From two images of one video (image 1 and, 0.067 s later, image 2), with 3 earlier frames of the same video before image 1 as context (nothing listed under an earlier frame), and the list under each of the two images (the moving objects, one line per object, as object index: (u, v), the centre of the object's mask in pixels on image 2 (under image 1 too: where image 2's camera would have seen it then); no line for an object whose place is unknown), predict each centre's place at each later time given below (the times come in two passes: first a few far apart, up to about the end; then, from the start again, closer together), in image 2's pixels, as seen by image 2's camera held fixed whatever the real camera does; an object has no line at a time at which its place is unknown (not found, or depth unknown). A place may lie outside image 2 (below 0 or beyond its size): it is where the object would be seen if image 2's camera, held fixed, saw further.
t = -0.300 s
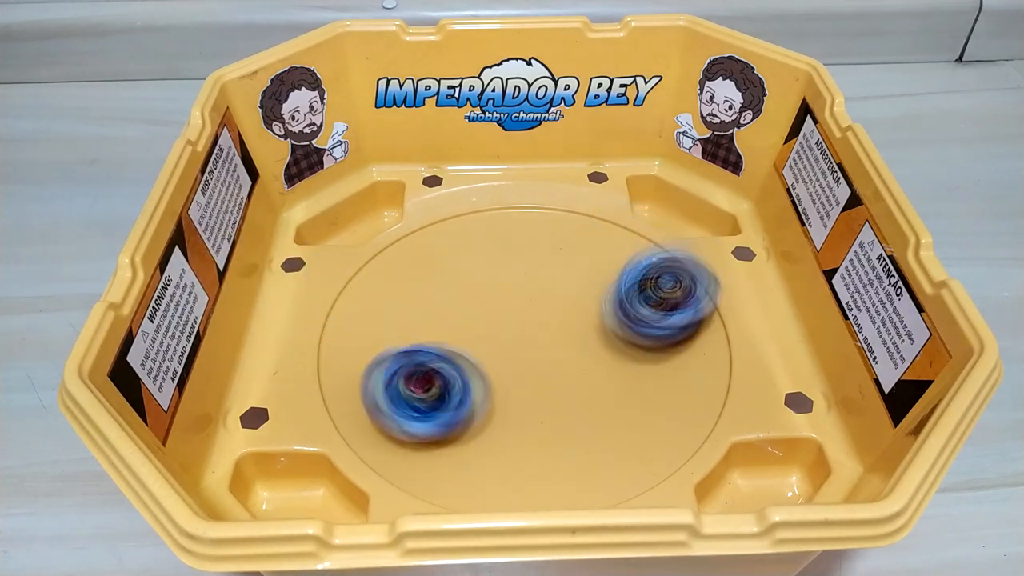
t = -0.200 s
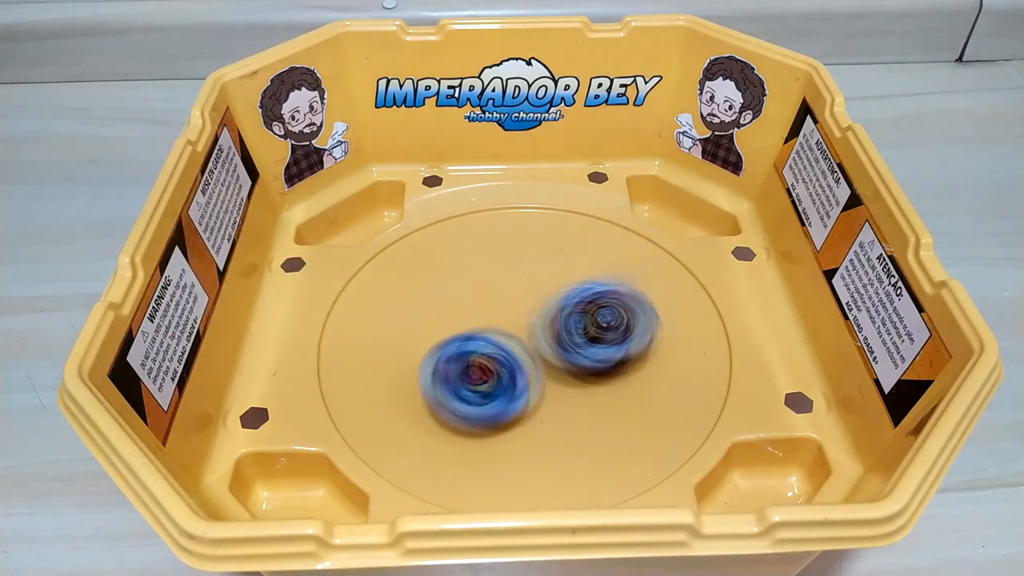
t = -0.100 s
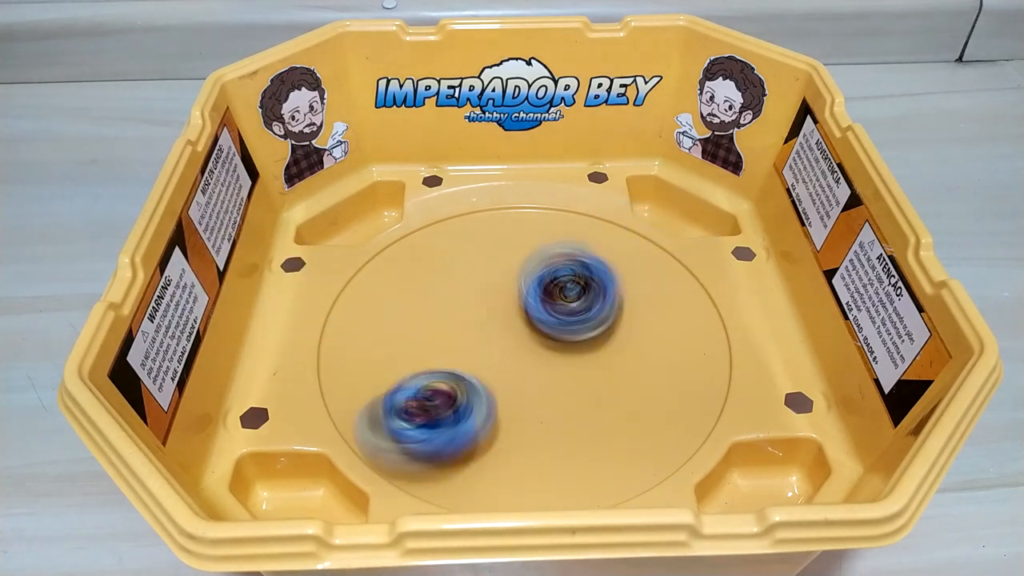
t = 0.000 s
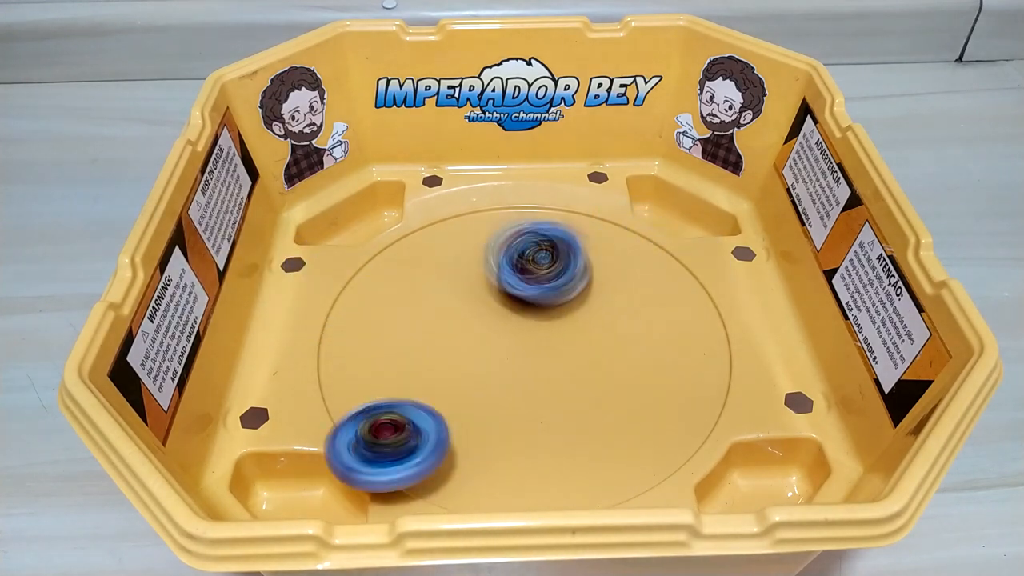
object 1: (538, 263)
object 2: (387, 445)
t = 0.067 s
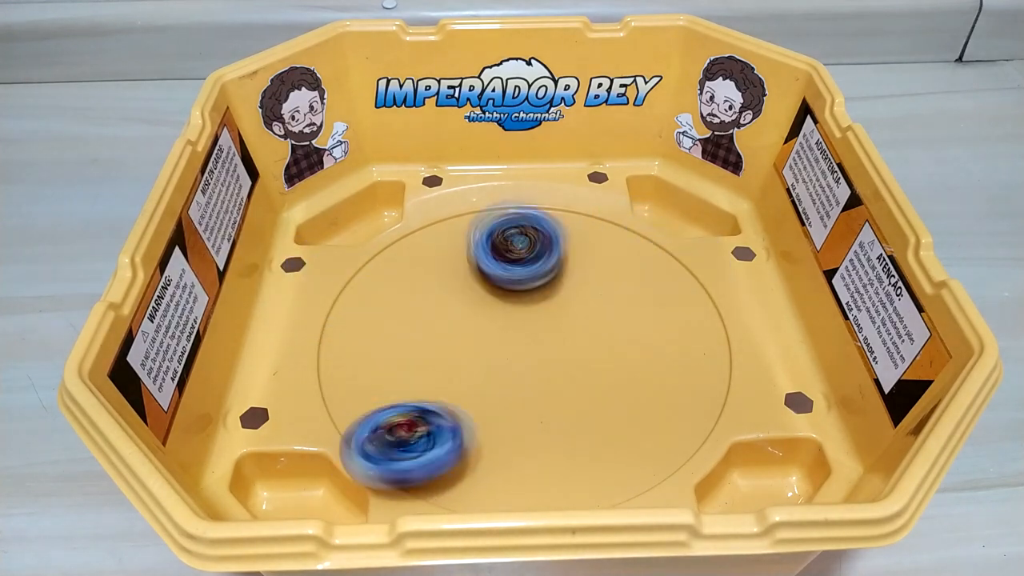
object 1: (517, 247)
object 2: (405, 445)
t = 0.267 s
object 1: (494, 225)
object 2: (502, 380)
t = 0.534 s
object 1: (459, 274)
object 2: (599, 330)
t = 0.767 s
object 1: (390, 311)
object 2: (622, 326)
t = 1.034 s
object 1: (417, 338)
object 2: (560, 340)
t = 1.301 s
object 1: (454, 387)
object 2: (622, 329)
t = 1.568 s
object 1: (531, 393)
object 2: (598, 328)
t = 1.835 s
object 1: (532, 399)
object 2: (570, 275)
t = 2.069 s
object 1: (535, 364)
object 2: (557, 255)
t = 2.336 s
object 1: (529, 355)
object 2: (550, 255)
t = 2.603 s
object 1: (519, 357)
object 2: (531, 271)
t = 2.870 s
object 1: (506, 368)
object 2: (500, 284)
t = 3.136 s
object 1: (511, 363)
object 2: (494, 289)
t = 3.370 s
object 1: (533, 358)
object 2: (486, 290)
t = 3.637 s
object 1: (551, 356)
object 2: (490, 291)
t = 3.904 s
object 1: (561, 363)
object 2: (460, 296)
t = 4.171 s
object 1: (550, 344)
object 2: (466, 290)
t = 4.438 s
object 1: (566, 349)
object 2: (474, 311)
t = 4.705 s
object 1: (564, 340)
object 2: (452, 306)
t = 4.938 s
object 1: (590, 339)
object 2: (448, 308)
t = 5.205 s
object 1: (568, 323)
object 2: (444, 352)
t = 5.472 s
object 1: (556, 328)
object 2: (469, 404)
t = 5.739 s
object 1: (550, 321)
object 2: (491, 407)
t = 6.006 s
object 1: (540, 307)
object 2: (498, 412)
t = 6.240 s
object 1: (523, 306)
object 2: (504, 411)
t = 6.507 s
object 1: (513, 308)
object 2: (513, 409)
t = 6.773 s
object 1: (505, 311)
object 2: (524, 405)
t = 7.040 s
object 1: (501, 312)
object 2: (534, 394)
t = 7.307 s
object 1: (491, 316)
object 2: (537, 385)
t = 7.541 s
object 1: (479, 323)
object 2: (540, 379)
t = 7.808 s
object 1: (473, 327)
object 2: (541, 377)
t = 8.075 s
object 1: (475, 325)
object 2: (541, 375)
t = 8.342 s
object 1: (473, 327)
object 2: (542, 373)
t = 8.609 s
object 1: (474, 327)
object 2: (542, 373)
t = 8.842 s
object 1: (474, 327)
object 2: (542, 373)
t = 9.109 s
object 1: (473, 327)
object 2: (542, 372)
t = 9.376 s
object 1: (474, 327)
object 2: (542, 373)
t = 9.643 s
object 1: (473, 327)
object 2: (542, 373)
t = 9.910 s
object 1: (474, 327)
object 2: (542, 373)
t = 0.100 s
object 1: (511, 241)
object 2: (422, 437)
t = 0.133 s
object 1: (503, 234)
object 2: (439, 428)
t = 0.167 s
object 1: (498, 228)
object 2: (456, 416)
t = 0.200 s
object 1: (495, 225)
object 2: (471, 405)
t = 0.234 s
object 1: (495, 225)
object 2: (488, 392)
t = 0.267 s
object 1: (494, 225)
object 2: (502, 380)
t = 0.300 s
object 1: (495, 230)
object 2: (516, 367)
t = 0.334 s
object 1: (494, 235)
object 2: (528, 354)
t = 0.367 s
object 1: (491, 244)
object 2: (538, 344)
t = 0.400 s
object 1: (492, 255)
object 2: (546, 334)
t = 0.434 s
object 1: (483, 263)
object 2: (557, 329)
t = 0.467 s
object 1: (475, 270)
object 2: (572, 329)
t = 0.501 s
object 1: (468, 272)
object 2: (587, 330)
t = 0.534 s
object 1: (459, 274)
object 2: (599, 330)
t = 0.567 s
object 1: (450, 279)
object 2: (610, 328)
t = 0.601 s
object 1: (443, 286)
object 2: (618, 326)
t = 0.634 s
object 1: (433, 290)
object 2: (624, 325)
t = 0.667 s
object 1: (420, 296)
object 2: (627, 324)
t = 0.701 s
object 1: (409, 304)
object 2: (627, 324)
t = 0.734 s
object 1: (401, 308)
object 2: (625, 325)
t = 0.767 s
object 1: (390, 311)
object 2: (622, 326)
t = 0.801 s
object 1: (383, 316)
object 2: (616, 326)
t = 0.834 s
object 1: (380, 320)
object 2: (610, 327)
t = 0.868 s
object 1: (382, 322)
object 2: (602, 327)
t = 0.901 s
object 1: (383, 323)
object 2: (594, 328)
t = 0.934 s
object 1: (387, 324)
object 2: (587, 329)
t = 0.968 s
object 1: (394, 329)
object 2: (578, 332)
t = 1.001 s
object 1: (404, 334)
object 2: (570, 335)
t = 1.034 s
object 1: (417, 338)
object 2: (560, 340)
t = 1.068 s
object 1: (429, 344)
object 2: (551, 343)
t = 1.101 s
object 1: (437, 353)
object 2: (549, 347)
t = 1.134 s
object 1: (439, 363)
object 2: (560, 345)
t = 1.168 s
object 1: (438, 369)
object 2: (583, 337)
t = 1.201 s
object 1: (440, 375)
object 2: (598, 336)
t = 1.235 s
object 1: (446, 381)
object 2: (612, 333)
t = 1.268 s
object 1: (451, 384)
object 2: (618, 330)
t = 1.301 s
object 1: (454, 387)
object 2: (622, 329)
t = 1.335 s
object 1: (466, 394)
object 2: (627, 329)
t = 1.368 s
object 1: (477, 397)
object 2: (626, 329)
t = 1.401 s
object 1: (485, 399)
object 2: (624, 328)
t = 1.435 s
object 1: (493, 399)
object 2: (620, 329)
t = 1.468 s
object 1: (502, 399)
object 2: (615, 328)
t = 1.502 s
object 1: (512, 399)
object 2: (609, 329)
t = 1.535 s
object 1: (523, 397)
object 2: (603, 329)
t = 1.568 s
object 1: (531, 393)
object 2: (598, 328)
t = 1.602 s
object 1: (537, 393)
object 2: (591, 321)
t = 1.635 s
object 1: (539, 399)
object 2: (590, 313)
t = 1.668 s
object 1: (540, 405)
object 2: (587, 298)
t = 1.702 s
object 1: (540, 408)
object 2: (584, 289)
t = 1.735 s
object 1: (539, 408)
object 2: (581, 280)
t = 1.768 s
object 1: (537, 407)
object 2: (577, 277)
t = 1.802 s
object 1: (535, 403)
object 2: (573, 275)
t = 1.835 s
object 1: (532, 399)
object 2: (570, 275)
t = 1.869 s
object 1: (531, 394)
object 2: (567, 276)
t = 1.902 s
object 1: (530, 387)
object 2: (564, 278)
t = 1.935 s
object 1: (530, 376)
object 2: (561, 280)
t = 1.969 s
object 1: (532, 366)
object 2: (558, 282)
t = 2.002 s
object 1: (534, 358)
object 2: (556, 282)
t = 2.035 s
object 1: (535, 359)
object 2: (557, 268)
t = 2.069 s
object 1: (535, 364)
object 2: (557, 255)
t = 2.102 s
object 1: (534, 365)
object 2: (559, 244)
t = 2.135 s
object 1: (534, 366)
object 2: (559, 237)
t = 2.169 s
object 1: (534, 365)
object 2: (559, 235)
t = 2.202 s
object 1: (533, 363)
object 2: (559, 237)
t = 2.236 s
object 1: (532, 362)
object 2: (559, 239)
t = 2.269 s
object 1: (530, 360)
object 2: (557, 243)
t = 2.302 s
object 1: (529, 358)
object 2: (553, 248)
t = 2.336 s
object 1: (529, 355)
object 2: (550, 255)
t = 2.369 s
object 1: (528, 351)
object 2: (545, 261)
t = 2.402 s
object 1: (529, 345)
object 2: (542, 266)
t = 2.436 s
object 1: (528, 345)
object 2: (538, 269)
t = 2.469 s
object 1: (526, 351)
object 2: (537, 267)
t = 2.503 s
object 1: (525, 353)
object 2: (537, 265)
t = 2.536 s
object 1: (523, 355)
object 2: (535, 265)
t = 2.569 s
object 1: (521, 357)
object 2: (534, 267)
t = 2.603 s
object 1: (519, 357)
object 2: (531, 271)
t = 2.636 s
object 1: (517, 357)
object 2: (528, 276)
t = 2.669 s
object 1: (515, 357)
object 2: (522, 281)
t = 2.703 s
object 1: (515, 357)
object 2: (515, 283)
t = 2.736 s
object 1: (514, 361)
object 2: (511, 283)
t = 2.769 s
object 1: (512, 366)
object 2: (507, 282)
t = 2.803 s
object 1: (510, 367)
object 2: (504, 282)
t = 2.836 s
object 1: (508, 368)
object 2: (501, 283)
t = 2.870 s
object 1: (506, 368)
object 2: (500, 284)
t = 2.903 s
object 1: (506, 367)
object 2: (499, 285)
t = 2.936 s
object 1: (505, 365)
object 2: (499, 285)
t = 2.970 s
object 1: (506, 364)
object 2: (499, 287)
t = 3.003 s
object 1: (505, 363)
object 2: (498, 287)
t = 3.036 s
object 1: (506, 364)
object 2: (498, 287)
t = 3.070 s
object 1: (506, 365)
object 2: (497, 288)
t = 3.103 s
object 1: (508, 365)
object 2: (496, 288)
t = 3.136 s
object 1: (511, 363)
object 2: (494, 289)
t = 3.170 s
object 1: (514, 362)
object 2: (493, 290)
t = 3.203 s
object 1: (516, 361)
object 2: (492, 290)
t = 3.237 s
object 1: (518, 362)
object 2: (491, 290)
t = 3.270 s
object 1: (520, 363)
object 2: (489, 288)
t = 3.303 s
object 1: (526, 360)
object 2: (488, 287)
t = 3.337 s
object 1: (531, 359)
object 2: (487, 288)
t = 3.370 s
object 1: (533, 358)
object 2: (486, 290)
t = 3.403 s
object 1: (535, 356)
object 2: (487, 289)
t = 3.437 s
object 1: (536, 355)
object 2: (486, 289)
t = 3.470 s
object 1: (541, 352)
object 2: (486, 290)
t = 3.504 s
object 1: (545, 354)
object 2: (486, 291)
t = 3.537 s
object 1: (548, 354)
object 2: (486, 288)
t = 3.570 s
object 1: (549, 356)
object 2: (488, 288)
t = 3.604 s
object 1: (551, 357)
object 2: (489, 289)
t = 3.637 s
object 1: (551, 356)
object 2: (490, 291)
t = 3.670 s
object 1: (553, 355)
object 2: (491, 294)
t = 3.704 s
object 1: (552, 355)
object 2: (491, 297)
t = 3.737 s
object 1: (550, 356)
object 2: (488, 300)
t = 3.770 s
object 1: (554, 358)
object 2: (482, 301)
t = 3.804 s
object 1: (558, 360)
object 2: (473, 301)
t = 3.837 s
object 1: (561, 362)
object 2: (467, 299)
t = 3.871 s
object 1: (564, 363)
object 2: (462, 297)
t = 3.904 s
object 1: (561, 363)
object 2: (460, 296)
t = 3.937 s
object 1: (561, 363)
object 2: (461, 294)
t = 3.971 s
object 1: (561, 361)
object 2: (462, 293)
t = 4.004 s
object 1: (556, 361)
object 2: (464, 292)
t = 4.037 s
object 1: (552, 359)
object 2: (468, 292)
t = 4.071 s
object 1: (551, 353)
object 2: (469, 292)
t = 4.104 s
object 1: (546, 349)
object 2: (472, 293)
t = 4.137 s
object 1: (547, 347)
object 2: (471, 293)
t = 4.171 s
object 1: (550, 344)
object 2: (466, 290)
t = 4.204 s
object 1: (555, 345)
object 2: (463, 287)
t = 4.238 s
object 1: (562, 346)
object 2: (464, 288)
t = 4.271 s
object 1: (564, 348)
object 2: (466, 291)
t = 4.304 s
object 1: (569, 350)
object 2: (467, 295)
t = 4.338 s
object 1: (570, 350)
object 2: (469, 299)
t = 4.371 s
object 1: (567, 349)
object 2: (471, 302)
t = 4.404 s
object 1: (566, 349)
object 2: (473, 307)
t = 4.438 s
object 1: (566, 349)
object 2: (474, 311)
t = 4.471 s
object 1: (560, 349)
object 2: (474, 313)
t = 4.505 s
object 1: (562, 349)
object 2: (469, 309)
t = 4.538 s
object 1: (564, 348)
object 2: (464, 310)
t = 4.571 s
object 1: (561, 347)
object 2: (460, 309)
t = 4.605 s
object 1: (560, 344)
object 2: (460, 309)
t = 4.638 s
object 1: (560, 343)
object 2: (462, 310)
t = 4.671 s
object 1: (559, 341)
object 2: (461, 309)
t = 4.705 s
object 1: (564, 340)
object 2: (452, 306)
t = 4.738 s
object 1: (575, 341)
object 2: (443, 302)
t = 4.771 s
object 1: (578, 341)
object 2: (439, 299)
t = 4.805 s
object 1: (581, 343)
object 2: (439, 300)
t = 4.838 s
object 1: (585, 343)
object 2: (441, 303)
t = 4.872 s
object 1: (588, 342)
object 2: (443, 305)
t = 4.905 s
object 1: (590, 340)
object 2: (445, 306)
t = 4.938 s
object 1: (590, 339)
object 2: (448, 308)
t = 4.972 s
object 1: (590, 338)
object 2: (451, 311)
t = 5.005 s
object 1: (588, 337)
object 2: (455, 314)
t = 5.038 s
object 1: (584, 335)
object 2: (459, 317)
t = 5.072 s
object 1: (577, 333)
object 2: (464, 322)
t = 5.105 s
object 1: (575, 332)
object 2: (467, 326)
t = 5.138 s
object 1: (568, 331)
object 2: (470, 331)
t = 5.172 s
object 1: (566, 326)
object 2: (463, 341)
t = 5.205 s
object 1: (568, 323)
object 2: (444, 352)
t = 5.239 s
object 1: (568, 316)
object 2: (428, 366)
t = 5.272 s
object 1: (565, 316)
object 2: (420, 377)
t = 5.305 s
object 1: (563, 319)
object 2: (421, 387)
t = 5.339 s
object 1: (560, 320)
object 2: (427, 395)
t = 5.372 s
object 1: (558, 324)
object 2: (438, 400)
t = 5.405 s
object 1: (557, 327)
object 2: (453, 404)
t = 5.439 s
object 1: (556, 327)
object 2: (463, 404)
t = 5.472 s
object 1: (556, 328)
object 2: (469, 404)
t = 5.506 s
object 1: (555, 328)
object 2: (470, 404)
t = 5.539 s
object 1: (554, 327)
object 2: (479, 403)
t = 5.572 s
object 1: (554, 327)
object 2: (479, 403)
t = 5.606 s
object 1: (552, 325)
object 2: (483, 403)
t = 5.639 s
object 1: (551, 325)
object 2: (485, 404)
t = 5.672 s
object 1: (551, 323)
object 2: (490, 405)
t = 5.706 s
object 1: (551, 323)
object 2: (490, 405)
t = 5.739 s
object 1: (550, 321)
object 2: (491, 407)
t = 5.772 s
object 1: (549, 320)
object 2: (492, 409)
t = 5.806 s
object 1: (546, 314)
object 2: (493, 411)
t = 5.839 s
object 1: (546, 313)
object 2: (493, 411)
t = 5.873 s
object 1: (546, 312)
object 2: (494, 411)
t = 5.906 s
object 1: (545, 311)
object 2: (495, 412)
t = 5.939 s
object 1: (543, 309)
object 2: (496, 413)
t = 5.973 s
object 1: (541, 308)
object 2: (497, 413)
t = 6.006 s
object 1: (540, 307)
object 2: (498, 412)
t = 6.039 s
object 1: (538, 305)
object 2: (499, 412)
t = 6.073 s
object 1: (536, 305)
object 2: (499, 412)
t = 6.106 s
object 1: (535, 304)
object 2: (500, 412)
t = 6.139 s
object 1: (530, 306)
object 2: (501, 411)
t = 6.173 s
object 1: (528, 306)
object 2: (502, 411)
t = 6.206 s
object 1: (524, 305)
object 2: (504, 411)
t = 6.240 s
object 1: (523, 306)
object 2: (504, 411)
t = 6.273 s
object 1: (521, 307)
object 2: (505, 410)
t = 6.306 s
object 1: (520, 308)
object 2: (506, 410)
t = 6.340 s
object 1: (517, 309)
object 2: (508, 410)
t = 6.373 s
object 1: (517, 309)
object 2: (508, 410)
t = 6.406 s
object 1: (516, 308)
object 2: (509, 409)
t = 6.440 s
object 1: (515, 308)
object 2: (511, 409)
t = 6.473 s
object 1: (513, 308)
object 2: (513, 409)
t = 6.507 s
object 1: (513, 308)
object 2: (513, 409)
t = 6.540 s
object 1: (511, 309)
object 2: (515, 408)
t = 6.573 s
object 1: (509, 309)
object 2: (516, 407)
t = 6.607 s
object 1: (508, 309)
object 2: (518, 407)
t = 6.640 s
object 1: (508, 310)
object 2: (518, 407)
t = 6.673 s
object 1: (507, 311)
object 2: (520, 406)
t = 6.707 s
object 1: (506, 311)
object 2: (521, 405)
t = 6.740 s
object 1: (505, 311)
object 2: (523, 405)
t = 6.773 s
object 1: (505, 311)
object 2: (524, 405)
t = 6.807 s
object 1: (505, 311)
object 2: (525, 404)
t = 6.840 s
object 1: (504, 311)
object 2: (526, 403)
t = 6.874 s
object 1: (503, 311)
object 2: (529, 401)
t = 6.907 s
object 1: (503, 311)
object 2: (530, 400)
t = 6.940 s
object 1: (503, 311)
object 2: (530, 400)
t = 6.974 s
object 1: (502, 311)
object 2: (531, 399)
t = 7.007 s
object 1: (501, 312)
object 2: (534, 395)
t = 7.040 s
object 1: (501, 312)
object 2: (534, 394)
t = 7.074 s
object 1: (501, 312)
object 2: (534, 394)
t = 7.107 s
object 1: (499, 312)
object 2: (534, 392)
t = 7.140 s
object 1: (498, 313)
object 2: (535, 388)
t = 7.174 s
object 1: (497, 314)
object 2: (535, 388)
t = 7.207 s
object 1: (497, 314)
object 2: (536, 388)
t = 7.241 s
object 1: (495, 314)
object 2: (537, 387)
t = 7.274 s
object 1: (493, 316)
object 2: (537, 385)
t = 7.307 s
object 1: (491, 316)
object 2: (537, 385)
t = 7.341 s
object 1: (489, 316)
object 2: (537, 384)
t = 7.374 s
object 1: (487, 317)
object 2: (538, 383)
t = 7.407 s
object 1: (485, 318)
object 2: (538, 382)
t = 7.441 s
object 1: (484, 320)
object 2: (538, 382)
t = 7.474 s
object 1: (482, 321)
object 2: (538, 381)
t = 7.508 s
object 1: (481, 322)
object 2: (539, 381)
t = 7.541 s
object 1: (479, 323)
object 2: (540, 379)
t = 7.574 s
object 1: (479, 324)
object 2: (540, 378)
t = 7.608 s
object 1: (476, 325)
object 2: (540, 378)
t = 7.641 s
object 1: (476, 325)
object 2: (540, 378)
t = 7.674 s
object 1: (474, 327)
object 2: (540, 377)
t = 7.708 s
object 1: (474, 327)
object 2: (540, 377)
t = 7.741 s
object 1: (474, 326)
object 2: (540, 377)
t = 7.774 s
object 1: (473, 326)
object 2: (540, 377)
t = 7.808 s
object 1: (473, 327)
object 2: (541, 377)
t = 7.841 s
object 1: (473, 327)
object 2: (541, 377)
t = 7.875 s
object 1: (473, 327)
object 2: (541, 377)
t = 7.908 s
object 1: (473, 326)
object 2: (541, 377)
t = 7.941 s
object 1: (473, 326)
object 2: (541, 376)
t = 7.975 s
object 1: (473, 326)
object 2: (541, 376)
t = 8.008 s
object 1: (474, 326)
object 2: (541, 376)
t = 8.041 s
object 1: (474, 326)
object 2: (541, 375)
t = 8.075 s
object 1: (475, 325)
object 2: (541, 375)
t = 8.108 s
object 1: (474, 325)
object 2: (542, 375)
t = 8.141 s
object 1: (474, 326)
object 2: (541, 374)
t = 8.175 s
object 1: (474, 326)
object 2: (542, 374)
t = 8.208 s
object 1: (474, 326)
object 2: (542, 373)
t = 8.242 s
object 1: (474, 326)
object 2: (542, 373)
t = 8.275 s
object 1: (474, 326)
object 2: (542, 373)
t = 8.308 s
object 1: (473, 327)
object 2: (542, 373)
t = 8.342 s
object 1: (473, 327)
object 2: (542, 373)
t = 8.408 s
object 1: (473, 327)
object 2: (542, 373)
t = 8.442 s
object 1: (473, 327)
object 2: (542, 373)
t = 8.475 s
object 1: (473, 327)
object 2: (542, 373)
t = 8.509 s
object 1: (473, 327)
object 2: (542, 373)
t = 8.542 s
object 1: (474, 327)
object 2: (542, 373)
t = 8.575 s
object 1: (474, 327)
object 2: (542, 373)
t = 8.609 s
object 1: (474, 327)
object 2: (542, 373)
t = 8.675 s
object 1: (473, 327)
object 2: (542, 373)
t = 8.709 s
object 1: (473, 327)
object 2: (542, 373)
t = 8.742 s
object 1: (473, 327)
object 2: (542, 373)
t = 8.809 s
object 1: (473, 327)
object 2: (542, 373)
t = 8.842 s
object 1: (474, 327)
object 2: (542, 373)
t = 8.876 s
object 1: (474, 327)
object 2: (542, 373)
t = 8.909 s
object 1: (474, 327)
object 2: (542, 373)
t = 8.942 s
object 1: (473, 327)
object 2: (542, 373)
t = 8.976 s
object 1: (474, 327)
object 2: (542, 372)
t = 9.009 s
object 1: (473, 327)
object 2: (542, 373)
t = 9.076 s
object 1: (473, 327)
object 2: (542, 372)
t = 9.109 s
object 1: (473, 327)
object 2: (542, 372)
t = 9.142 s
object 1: (473, 327)
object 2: (542, 373)
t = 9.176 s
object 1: (473, 327)
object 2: (542, 372)
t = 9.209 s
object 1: (473, 327)
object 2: (542, 372)
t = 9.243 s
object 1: (473, 327)
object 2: (542, 372)
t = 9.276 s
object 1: (474, 327)
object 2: (542, 372)
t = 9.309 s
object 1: (473, 327)
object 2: (542, 373)
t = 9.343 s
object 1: (474, 327)
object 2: (542, 372)
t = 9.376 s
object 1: (474, 327)
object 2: (542, 373)
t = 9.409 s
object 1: (474, 327)
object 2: (542, 372)
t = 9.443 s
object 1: (473, 327)
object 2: (542, 373)
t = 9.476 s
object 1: (473, 327)
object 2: (542, 372)
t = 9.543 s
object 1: (474, 327)
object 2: (542, 373)
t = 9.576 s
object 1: (473, 327)
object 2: (542, 373)
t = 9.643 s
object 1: (473, 327)
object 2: (542, 373)
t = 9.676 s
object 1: (473, 327)
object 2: (542, 373)
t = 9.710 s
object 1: (474, 327)
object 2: (542, 372)
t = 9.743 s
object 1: (473, 327)
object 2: (542, 373)
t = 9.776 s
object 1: (474, 327)
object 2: (542, 373)
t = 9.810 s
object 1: (474, 327)
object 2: (542, 373)
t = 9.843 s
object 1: (474, 327)
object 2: (542, 372)
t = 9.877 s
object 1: (473, 327)
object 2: (542, 373)
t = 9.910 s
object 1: (474, 327)
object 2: (542, 373)
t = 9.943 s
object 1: (474, 327)
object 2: (542, 373)
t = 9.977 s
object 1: (474, 327)
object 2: (542, 373)
